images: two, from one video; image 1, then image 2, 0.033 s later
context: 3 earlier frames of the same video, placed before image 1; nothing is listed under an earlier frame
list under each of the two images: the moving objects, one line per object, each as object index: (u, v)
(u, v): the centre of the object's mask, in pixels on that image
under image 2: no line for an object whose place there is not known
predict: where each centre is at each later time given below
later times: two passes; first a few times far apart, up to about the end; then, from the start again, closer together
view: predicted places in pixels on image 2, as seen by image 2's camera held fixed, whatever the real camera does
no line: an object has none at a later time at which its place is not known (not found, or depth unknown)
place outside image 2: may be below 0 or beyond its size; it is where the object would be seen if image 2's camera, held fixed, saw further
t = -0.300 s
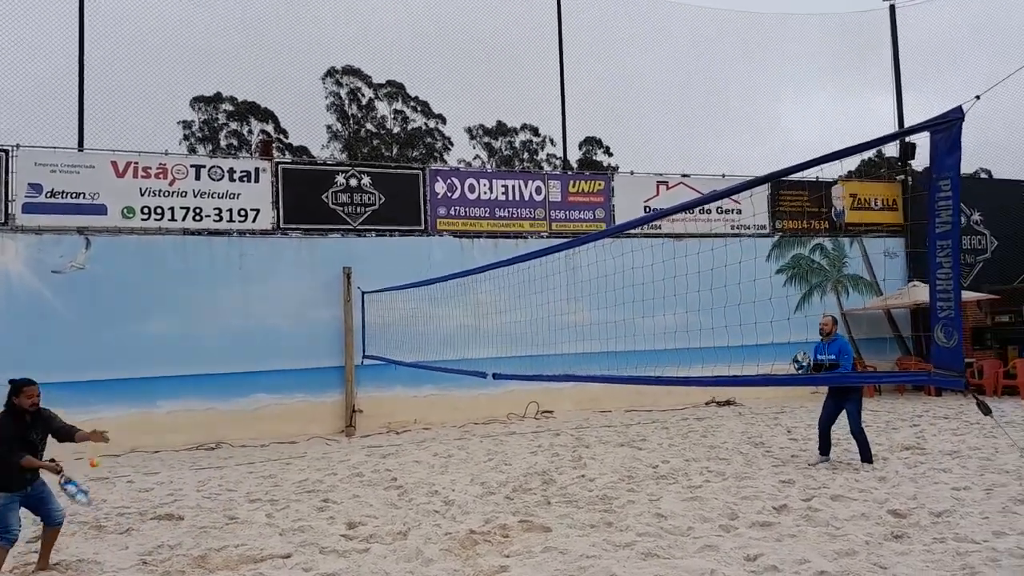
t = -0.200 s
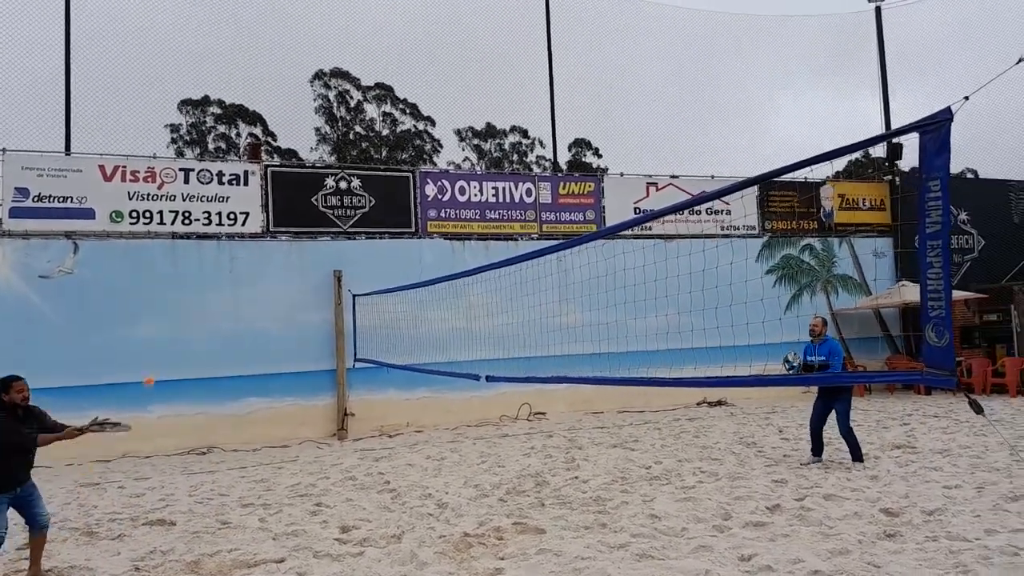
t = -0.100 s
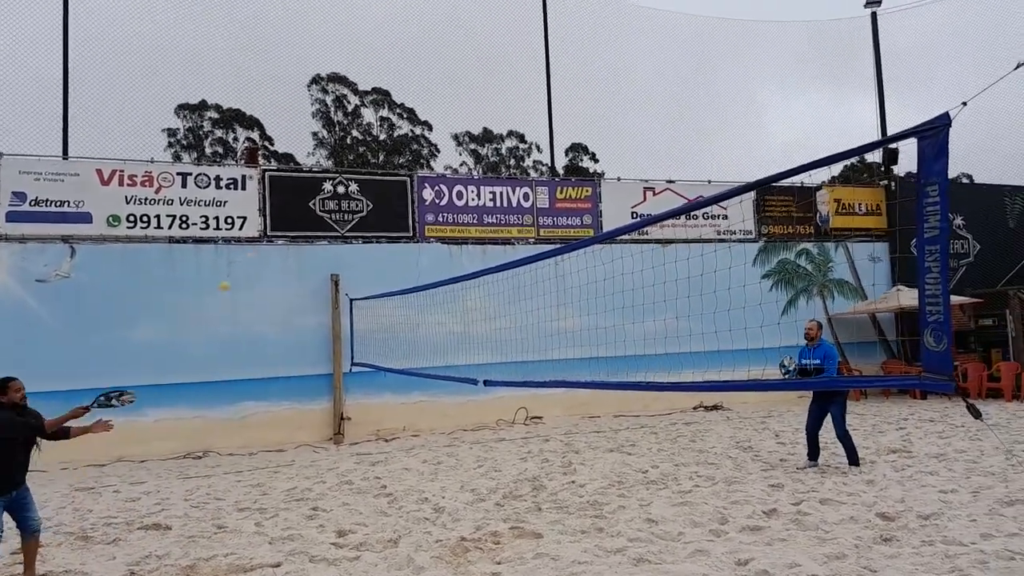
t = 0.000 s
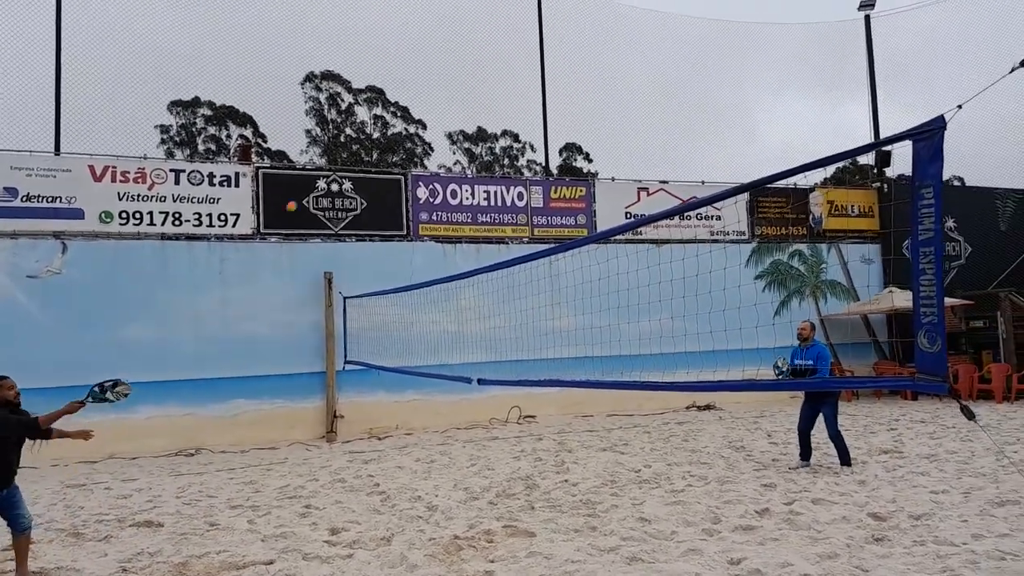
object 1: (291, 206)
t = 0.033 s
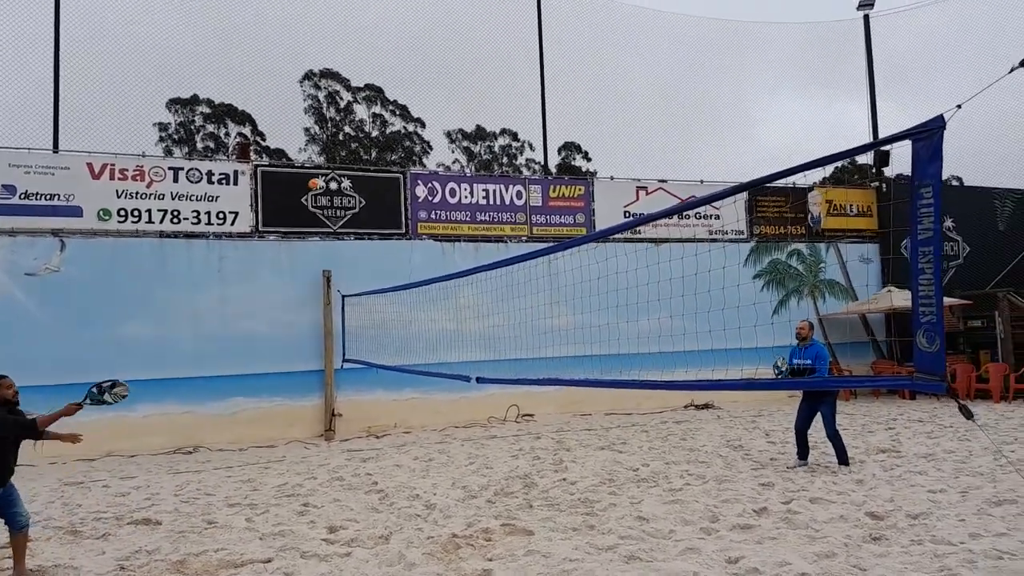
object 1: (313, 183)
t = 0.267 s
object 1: (460, 83)
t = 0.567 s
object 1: (623, 55)
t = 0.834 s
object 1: (751, 110)
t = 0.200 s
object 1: (421, 103)
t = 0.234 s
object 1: (441, 92)
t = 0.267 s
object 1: (460, 83)
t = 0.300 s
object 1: (479, 74)
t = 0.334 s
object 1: (499, 67)
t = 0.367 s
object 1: (518, 62)
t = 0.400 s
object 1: (536, 57)
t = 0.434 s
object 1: (554, 55)
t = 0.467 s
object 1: (572, 53)
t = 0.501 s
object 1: (589, 53)
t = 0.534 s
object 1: (606, 54)
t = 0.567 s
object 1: (623, 55)
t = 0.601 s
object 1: (640, 59)
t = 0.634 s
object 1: (657, 63)
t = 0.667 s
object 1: (673, 68)
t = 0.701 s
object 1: (689, 74)
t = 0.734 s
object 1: (704, 82)
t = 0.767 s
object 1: (721, 90)
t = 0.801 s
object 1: (736, 99)
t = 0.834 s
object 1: (751, 110)
